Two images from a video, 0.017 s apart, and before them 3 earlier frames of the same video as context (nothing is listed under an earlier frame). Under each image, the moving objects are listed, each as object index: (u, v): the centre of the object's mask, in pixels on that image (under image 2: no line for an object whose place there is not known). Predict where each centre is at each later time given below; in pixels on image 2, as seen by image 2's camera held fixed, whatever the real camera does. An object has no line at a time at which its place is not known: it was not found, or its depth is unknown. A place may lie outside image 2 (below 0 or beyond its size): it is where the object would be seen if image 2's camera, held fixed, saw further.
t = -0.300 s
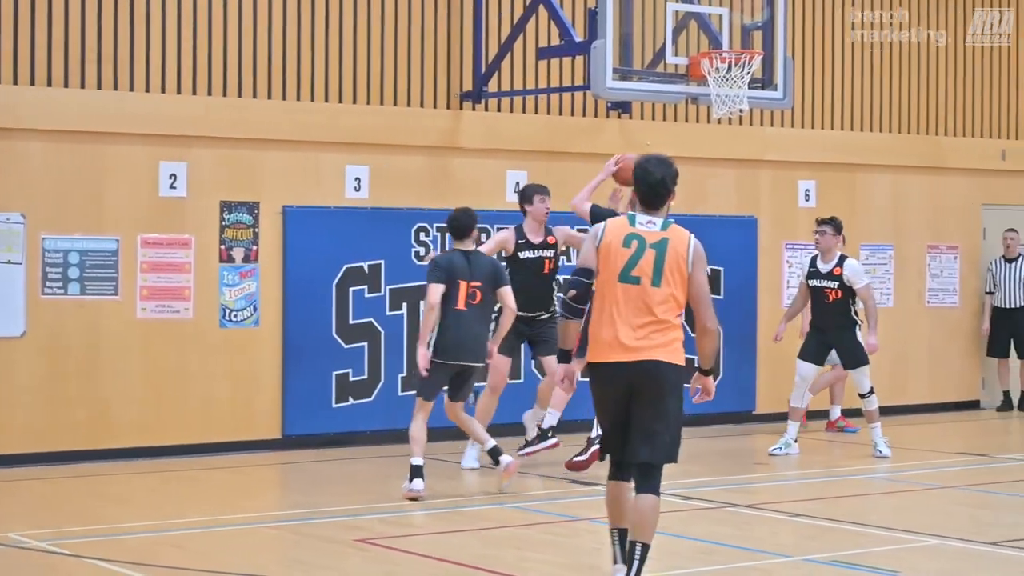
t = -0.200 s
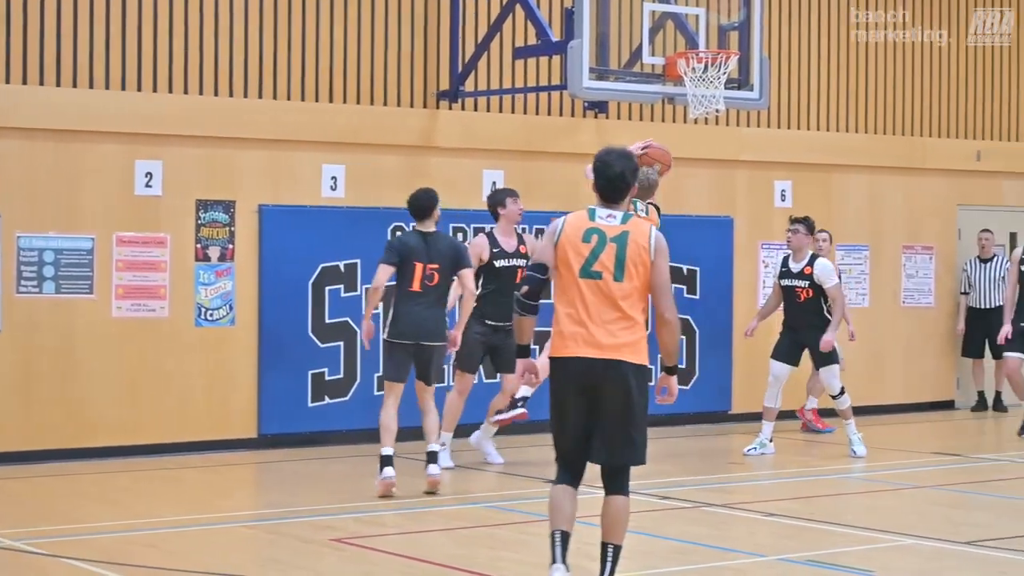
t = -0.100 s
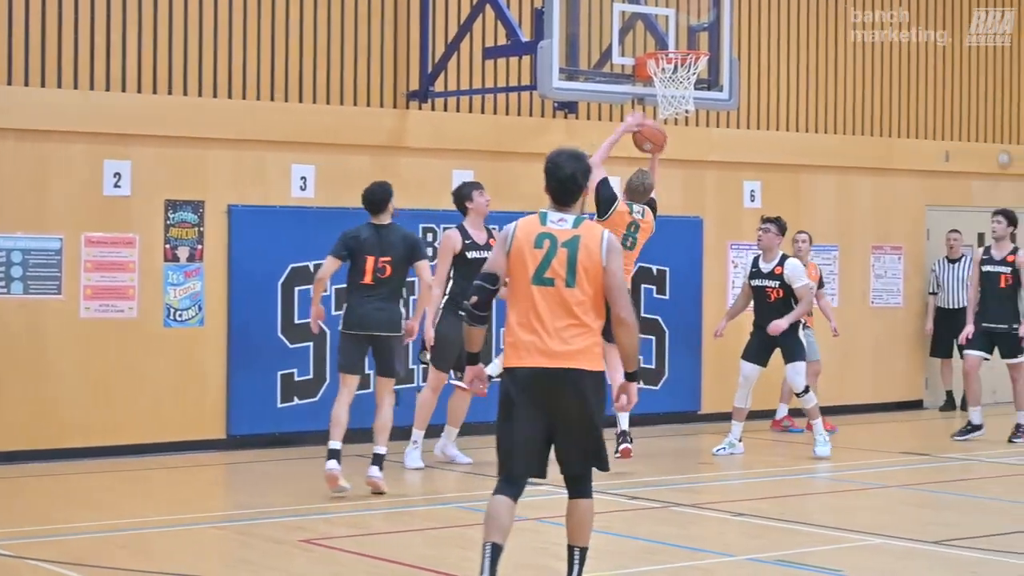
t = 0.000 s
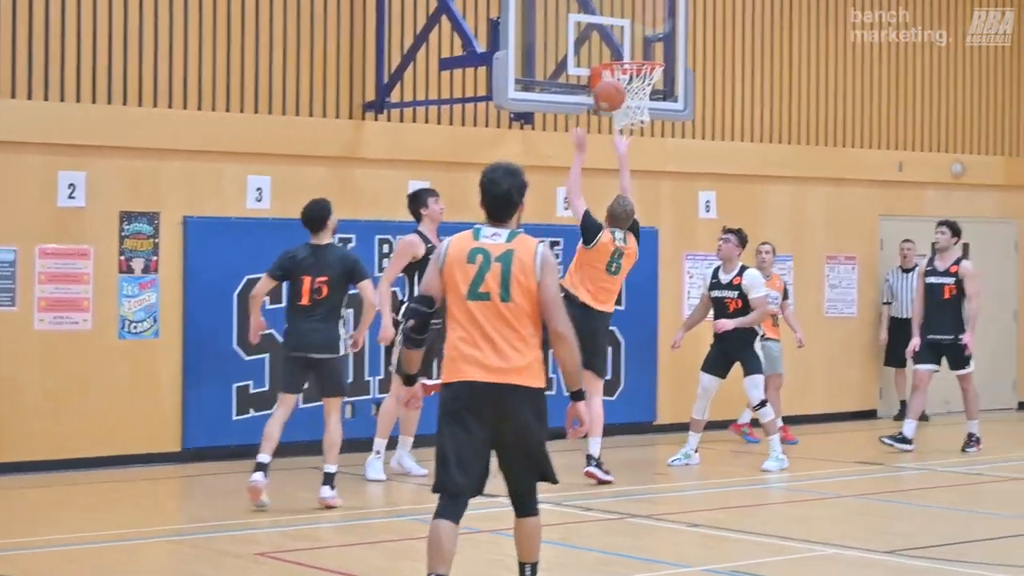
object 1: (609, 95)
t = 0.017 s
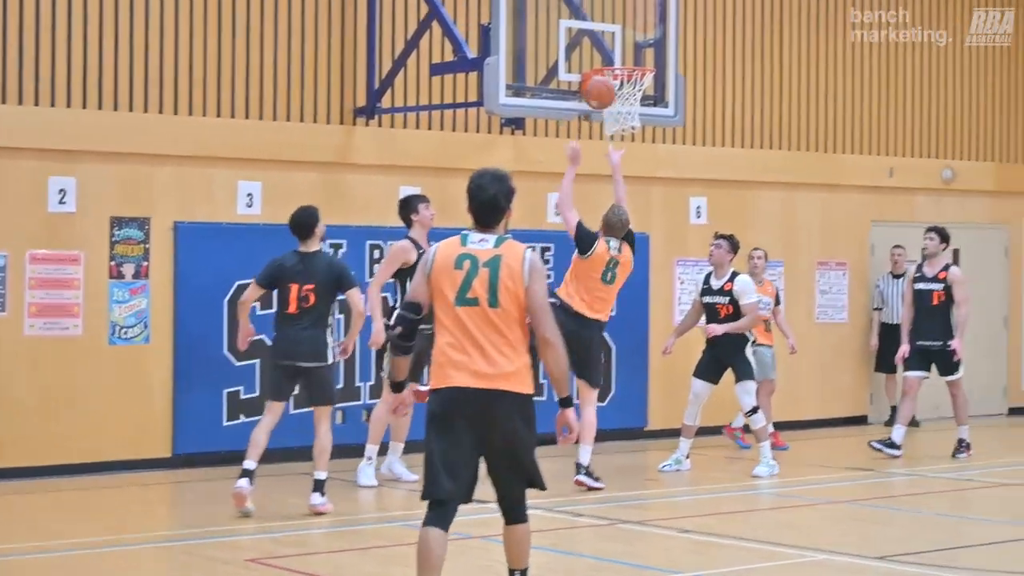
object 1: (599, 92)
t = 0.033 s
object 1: (598, 86)
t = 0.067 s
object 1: (603, 72)
